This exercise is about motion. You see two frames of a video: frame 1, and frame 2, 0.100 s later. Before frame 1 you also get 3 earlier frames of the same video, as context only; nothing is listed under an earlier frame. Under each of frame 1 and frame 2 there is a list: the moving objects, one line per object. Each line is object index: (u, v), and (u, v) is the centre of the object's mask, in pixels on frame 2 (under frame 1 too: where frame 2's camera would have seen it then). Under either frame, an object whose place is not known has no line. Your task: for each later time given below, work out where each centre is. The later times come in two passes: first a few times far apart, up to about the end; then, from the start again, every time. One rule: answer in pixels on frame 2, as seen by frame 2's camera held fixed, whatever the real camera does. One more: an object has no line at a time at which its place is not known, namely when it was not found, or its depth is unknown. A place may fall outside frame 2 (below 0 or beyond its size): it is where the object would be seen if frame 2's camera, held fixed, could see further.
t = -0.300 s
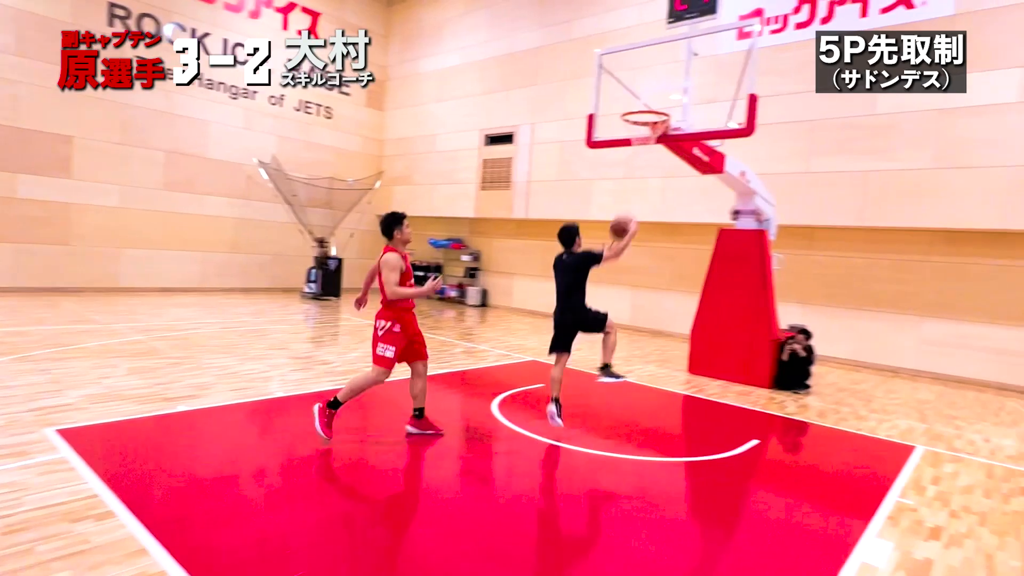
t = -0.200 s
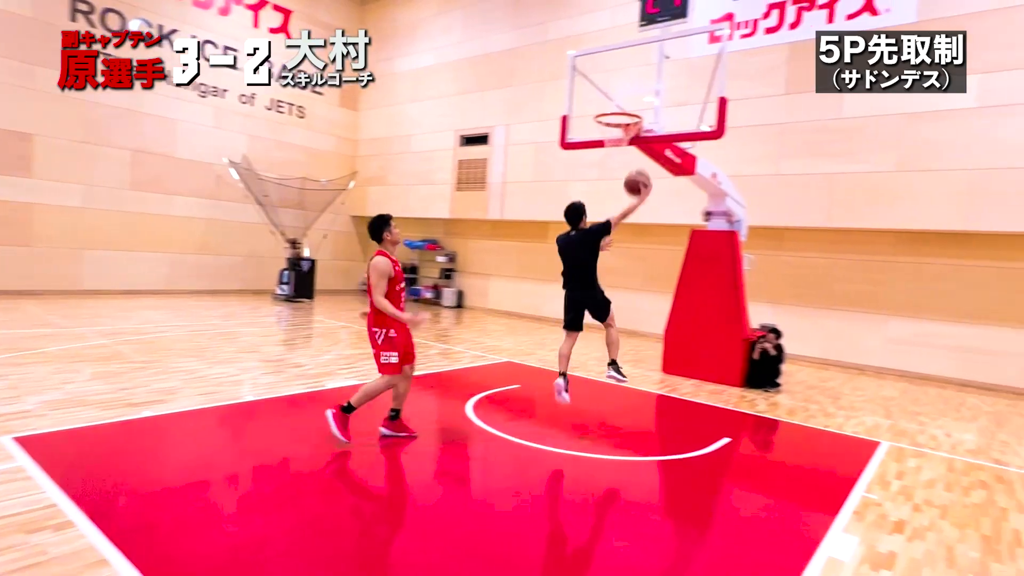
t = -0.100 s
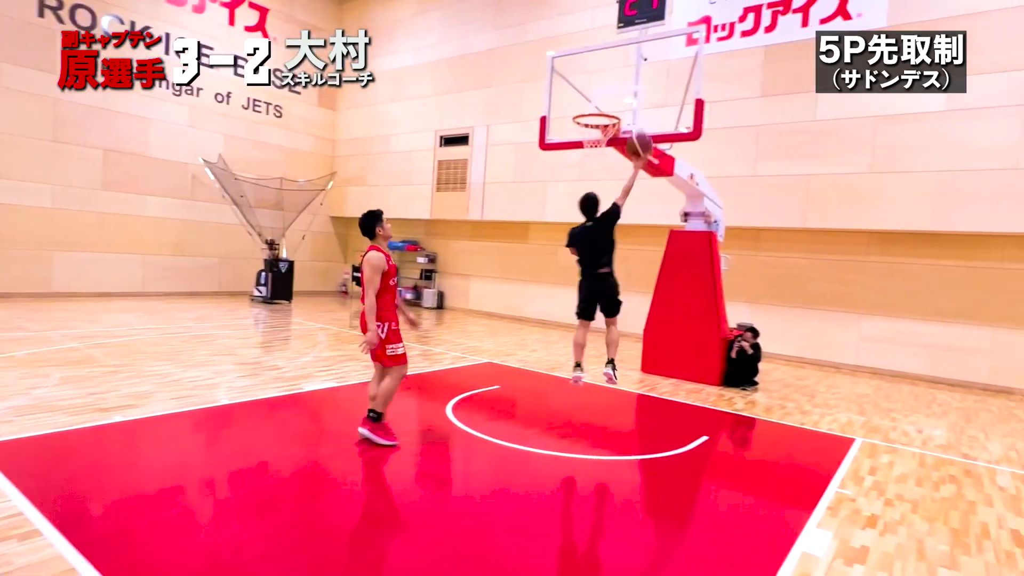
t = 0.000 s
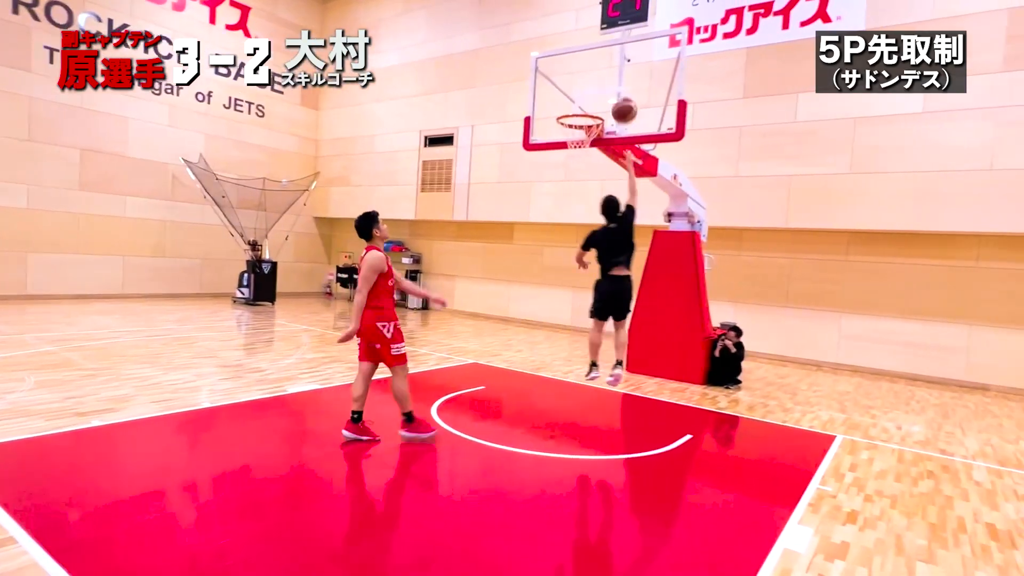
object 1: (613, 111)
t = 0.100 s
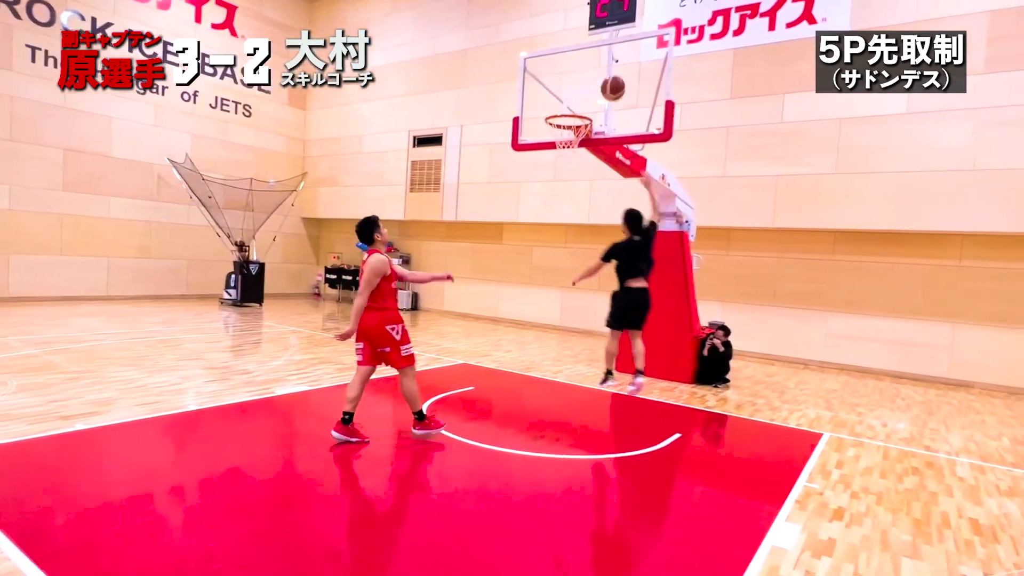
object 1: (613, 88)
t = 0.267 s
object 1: (610, 73)
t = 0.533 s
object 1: (575, 91)
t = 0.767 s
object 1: (574, 116)
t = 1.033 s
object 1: (562, 105)
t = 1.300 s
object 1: (568, 124)
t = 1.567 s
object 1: (568, 191)
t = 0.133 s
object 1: (613, 83)
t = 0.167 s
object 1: (613, 79)
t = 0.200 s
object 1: (612, 76)
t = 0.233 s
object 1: (612, 75)
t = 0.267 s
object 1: (610, 73)
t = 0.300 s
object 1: (606, 72)
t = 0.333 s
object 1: (602, 71)
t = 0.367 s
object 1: (598, 72)
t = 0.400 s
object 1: (593, 73)
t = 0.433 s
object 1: (589, 76)
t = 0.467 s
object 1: (584, 80)
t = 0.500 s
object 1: (580, 85)
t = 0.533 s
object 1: (575, 91)
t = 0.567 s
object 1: (570, 98)
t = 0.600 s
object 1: (565, 105)
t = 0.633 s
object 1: (566, 108)
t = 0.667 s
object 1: (568, 109)
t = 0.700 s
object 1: (570, 110)
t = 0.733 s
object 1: (573, 109)
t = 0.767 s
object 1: (574, 116)
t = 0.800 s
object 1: (574, 113)
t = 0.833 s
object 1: (572, 107)
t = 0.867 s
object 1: (571, 105)
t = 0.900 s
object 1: (569, 103)
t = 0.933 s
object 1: (567, 103)
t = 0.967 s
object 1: (566, 103)
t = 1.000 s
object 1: (564, 103)
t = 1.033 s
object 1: (562, 105)
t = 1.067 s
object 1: (562, 105)
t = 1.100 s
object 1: (563, 105)
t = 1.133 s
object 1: (564, 105)
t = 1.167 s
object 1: (565, 106)
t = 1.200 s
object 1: (566, 107)
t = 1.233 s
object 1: (567, 113)
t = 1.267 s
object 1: (567, 117)
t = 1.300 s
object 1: (568, 124)
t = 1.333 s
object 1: (568, 129)
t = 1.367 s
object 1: (570, 136)
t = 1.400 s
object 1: (571, 145)
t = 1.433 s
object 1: (570, 151)
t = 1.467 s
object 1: (570, 160)
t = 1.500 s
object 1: (569, 170)
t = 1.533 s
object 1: (569, 180)
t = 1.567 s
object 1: (568, 191)
